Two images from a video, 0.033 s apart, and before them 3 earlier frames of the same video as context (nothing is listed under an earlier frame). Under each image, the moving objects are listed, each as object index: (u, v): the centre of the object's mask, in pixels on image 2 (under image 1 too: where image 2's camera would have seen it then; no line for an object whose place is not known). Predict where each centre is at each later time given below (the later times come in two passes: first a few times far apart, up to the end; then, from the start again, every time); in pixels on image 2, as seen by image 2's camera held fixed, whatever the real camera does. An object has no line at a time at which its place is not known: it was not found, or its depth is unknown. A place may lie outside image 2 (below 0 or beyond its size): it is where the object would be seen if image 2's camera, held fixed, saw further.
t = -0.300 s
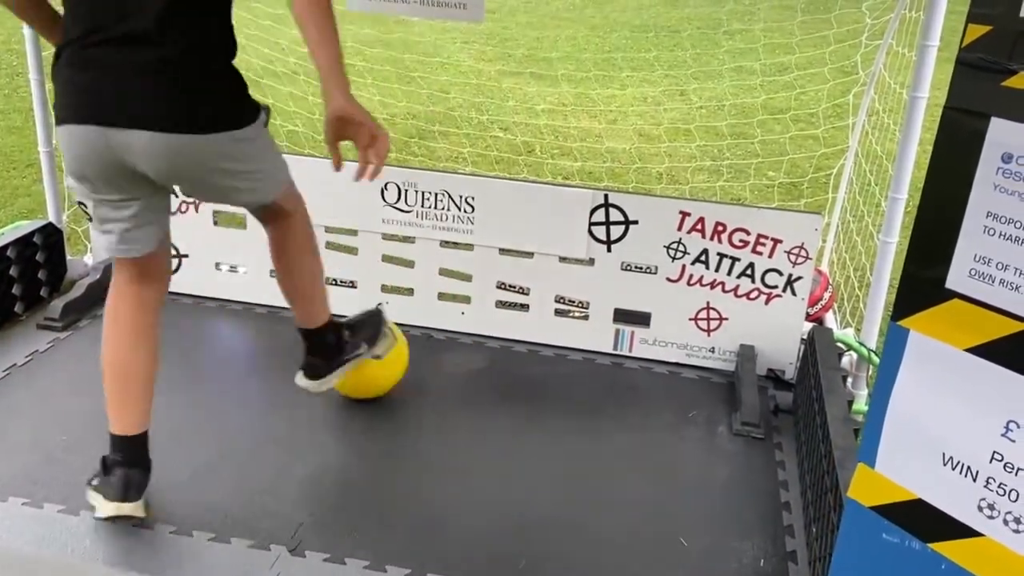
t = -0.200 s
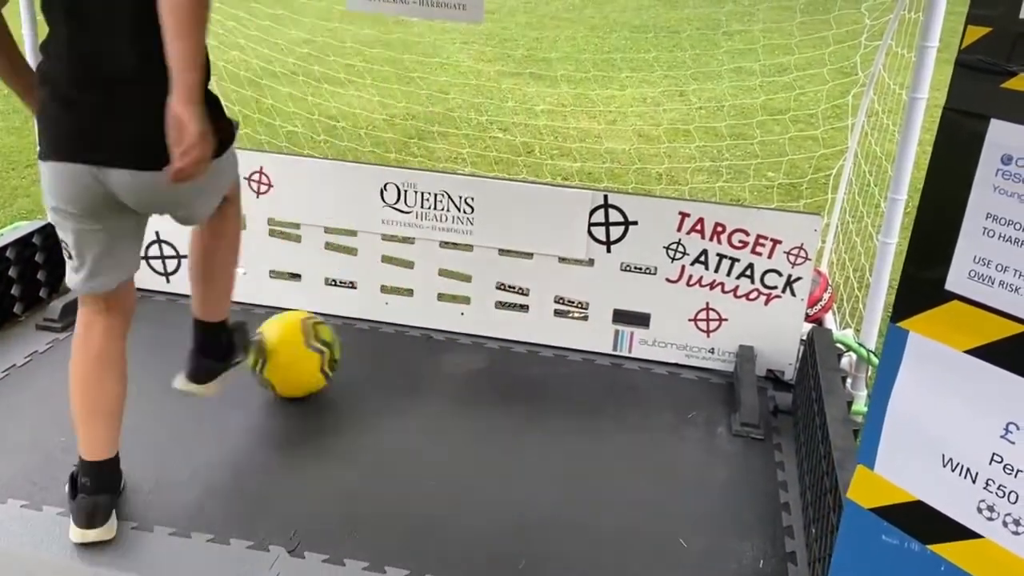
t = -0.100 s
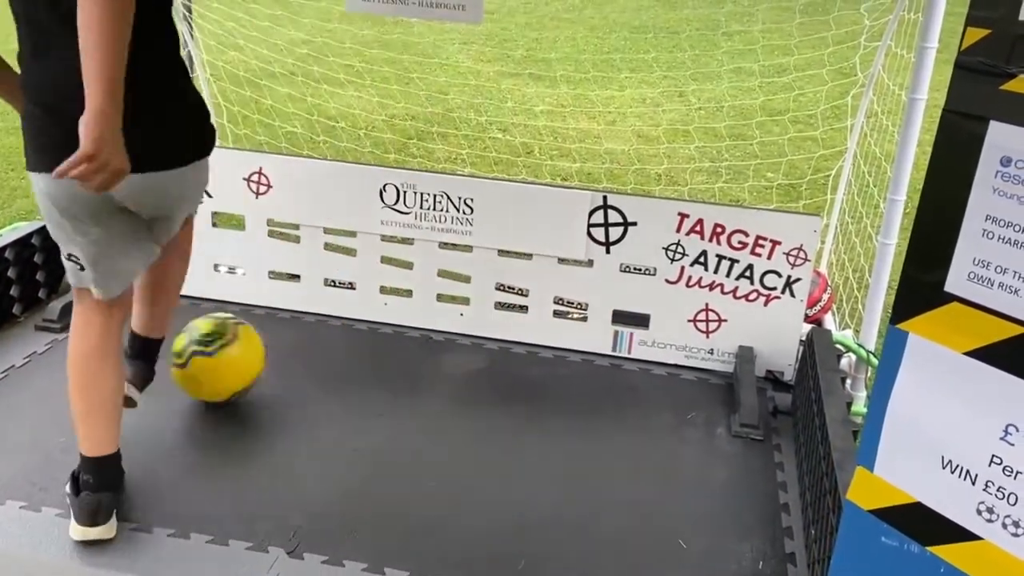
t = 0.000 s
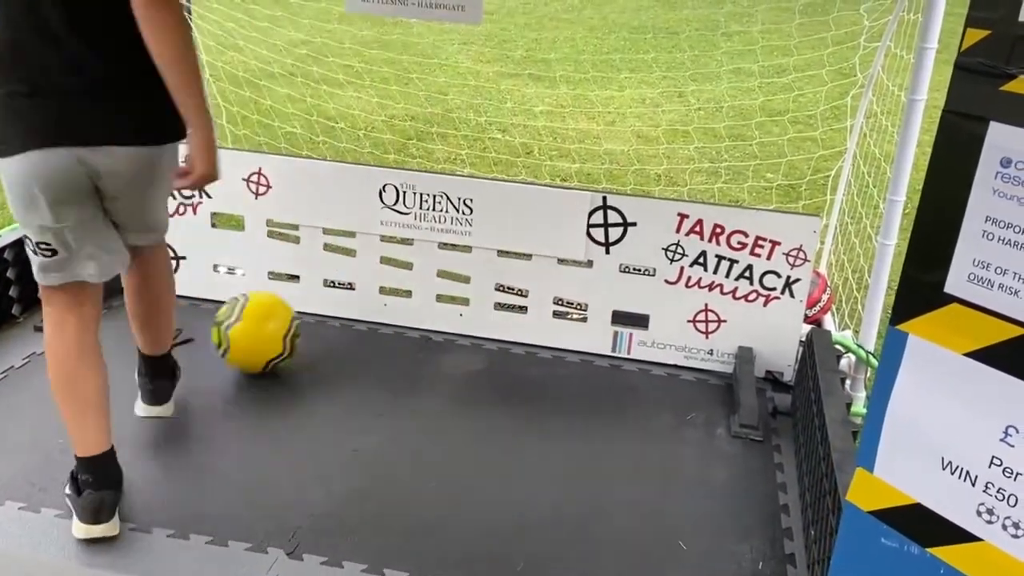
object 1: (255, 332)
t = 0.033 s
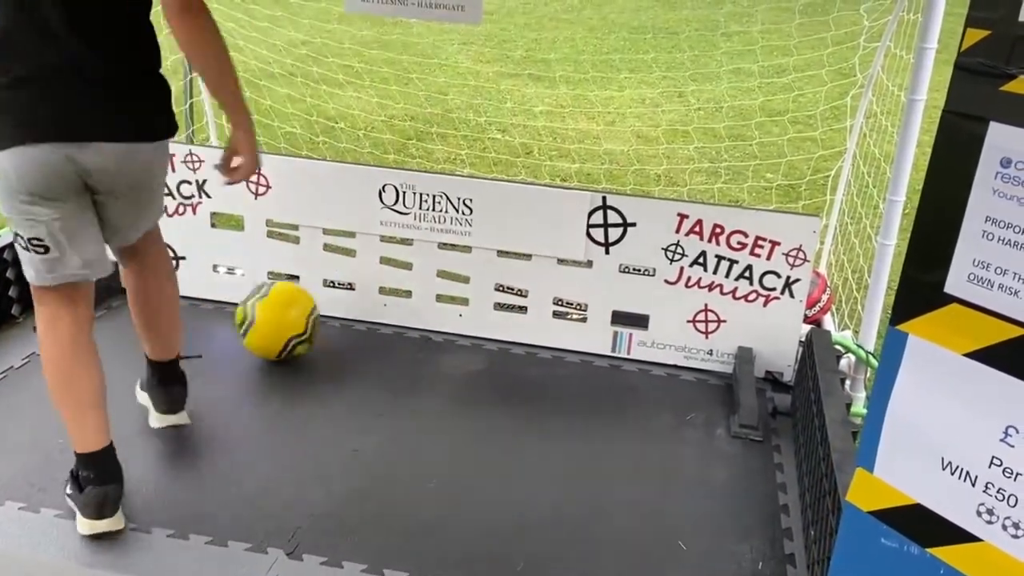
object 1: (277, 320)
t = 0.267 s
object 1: (313, 319)
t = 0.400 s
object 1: (318, 338)
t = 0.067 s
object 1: (296, 311)
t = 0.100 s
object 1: (312, 302)
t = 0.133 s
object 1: (318, 295)
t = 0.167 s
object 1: (317, 296)
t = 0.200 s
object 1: (315, 300)
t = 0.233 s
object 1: (314, 307)
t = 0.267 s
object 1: (313, 319)
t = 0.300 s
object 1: (312, 333)
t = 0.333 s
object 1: (314, 333)
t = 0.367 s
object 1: (316, 334)
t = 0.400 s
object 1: (318, 338)
